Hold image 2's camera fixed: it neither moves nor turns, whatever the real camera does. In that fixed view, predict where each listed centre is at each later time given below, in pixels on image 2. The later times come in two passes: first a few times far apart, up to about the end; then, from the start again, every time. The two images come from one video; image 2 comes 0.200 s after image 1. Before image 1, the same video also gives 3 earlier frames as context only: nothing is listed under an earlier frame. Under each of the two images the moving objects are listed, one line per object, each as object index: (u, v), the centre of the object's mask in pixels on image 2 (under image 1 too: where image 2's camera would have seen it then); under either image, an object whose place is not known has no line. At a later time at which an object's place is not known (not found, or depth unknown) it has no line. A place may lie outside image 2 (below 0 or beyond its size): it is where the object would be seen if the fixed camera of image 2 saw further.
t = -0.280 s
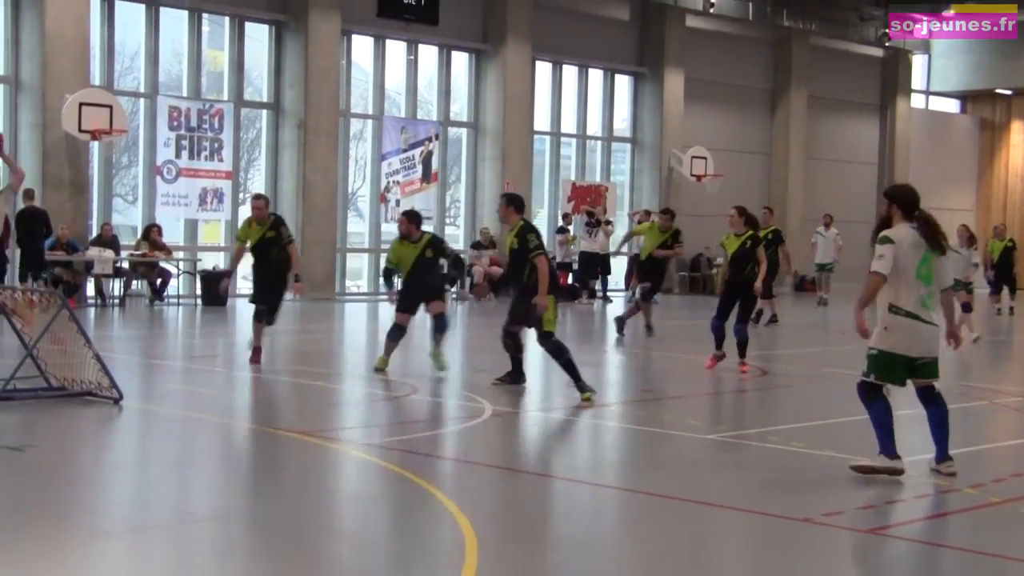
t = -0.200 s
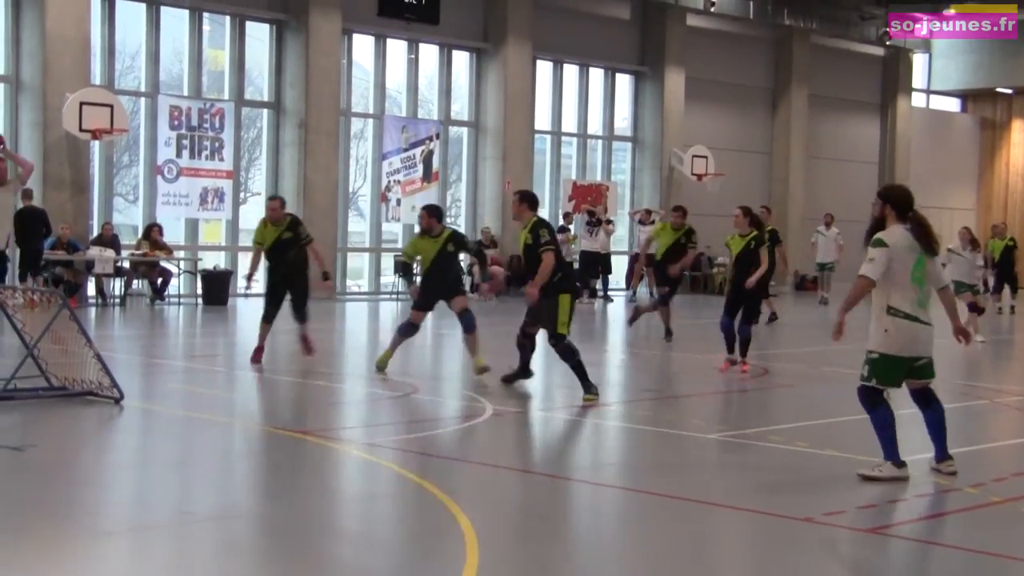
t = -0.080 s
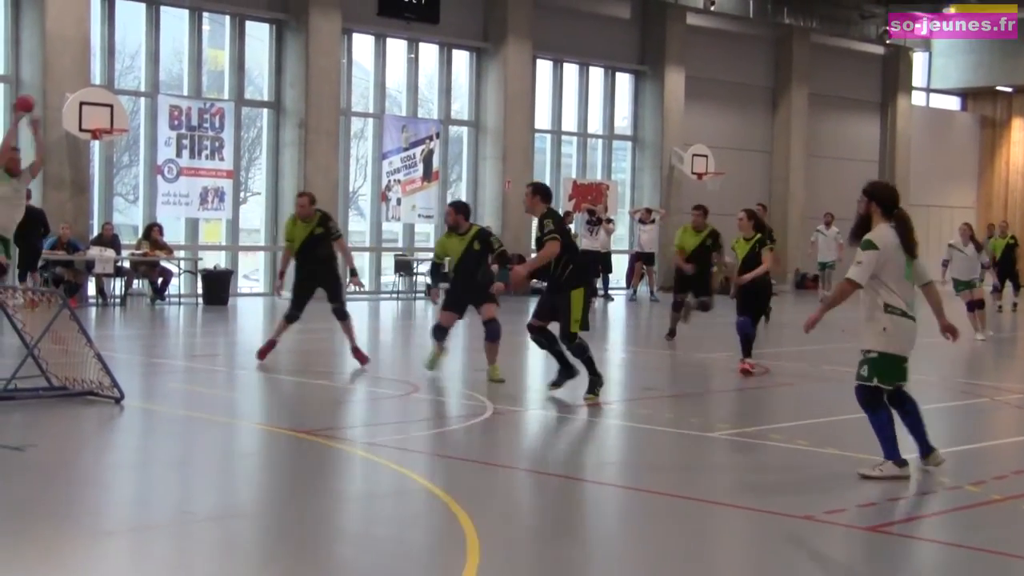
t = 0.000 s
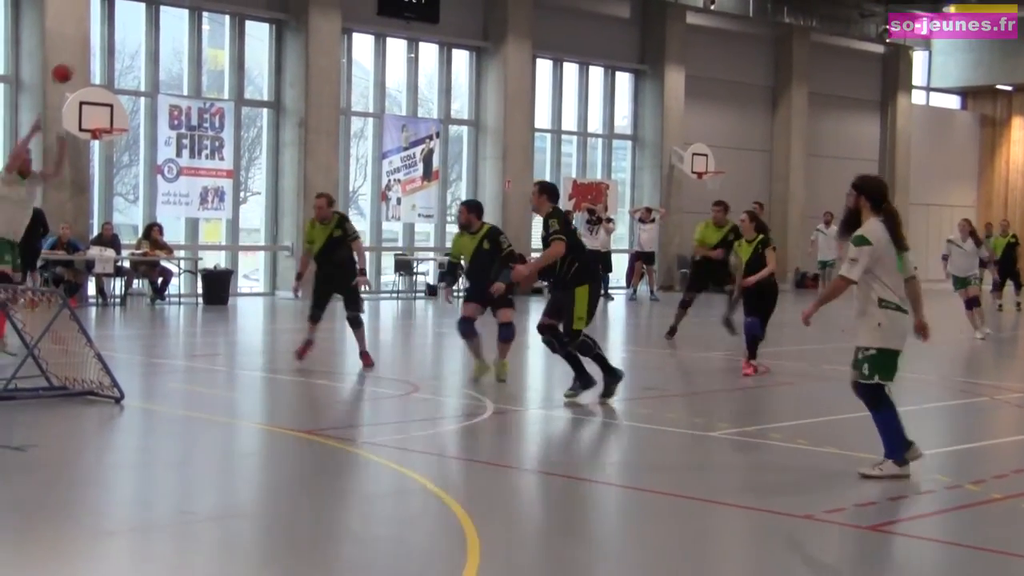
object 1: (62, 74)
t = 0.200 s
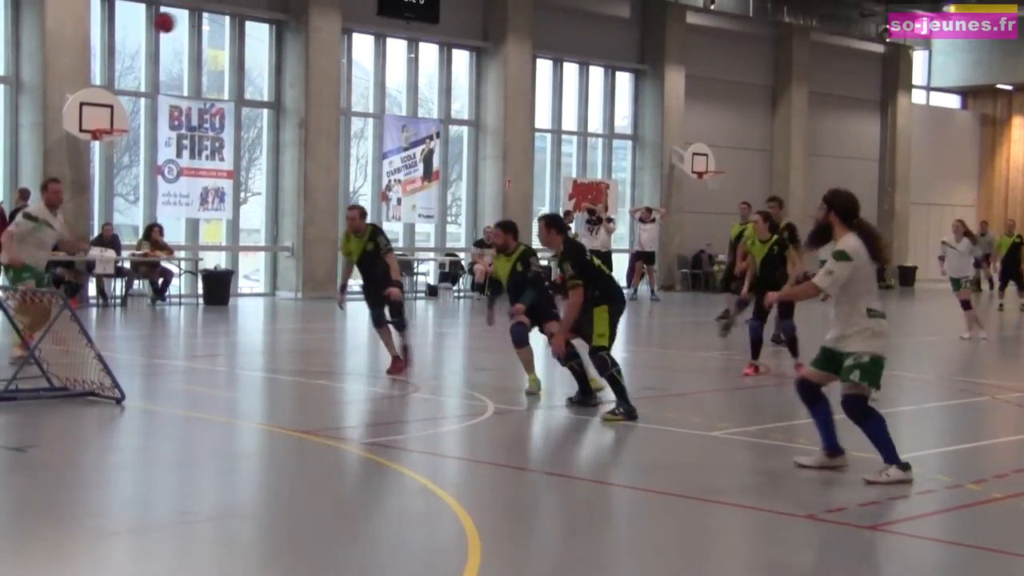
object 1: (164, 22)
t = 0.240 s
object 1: (187, 17)
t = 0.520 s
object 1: (361, 34)
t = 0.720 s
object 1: (512, 127)
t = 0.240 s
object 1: (187, 17)
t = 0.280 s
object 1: (210, 13)
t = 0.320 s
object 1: (233, 11)
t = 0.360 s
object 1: (257, 12)
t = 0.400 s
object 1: (282, 14)
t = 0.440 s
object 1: (307, 19)
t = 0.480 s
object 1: (334, 25)
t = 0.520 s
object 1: (361, 34)
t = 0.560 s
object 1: (388, 47)
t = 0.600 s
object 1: (417, 63)
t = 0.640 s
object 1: (449, 81)
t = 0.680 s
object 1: (480, 102)
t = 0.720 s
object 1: (512, 127)
